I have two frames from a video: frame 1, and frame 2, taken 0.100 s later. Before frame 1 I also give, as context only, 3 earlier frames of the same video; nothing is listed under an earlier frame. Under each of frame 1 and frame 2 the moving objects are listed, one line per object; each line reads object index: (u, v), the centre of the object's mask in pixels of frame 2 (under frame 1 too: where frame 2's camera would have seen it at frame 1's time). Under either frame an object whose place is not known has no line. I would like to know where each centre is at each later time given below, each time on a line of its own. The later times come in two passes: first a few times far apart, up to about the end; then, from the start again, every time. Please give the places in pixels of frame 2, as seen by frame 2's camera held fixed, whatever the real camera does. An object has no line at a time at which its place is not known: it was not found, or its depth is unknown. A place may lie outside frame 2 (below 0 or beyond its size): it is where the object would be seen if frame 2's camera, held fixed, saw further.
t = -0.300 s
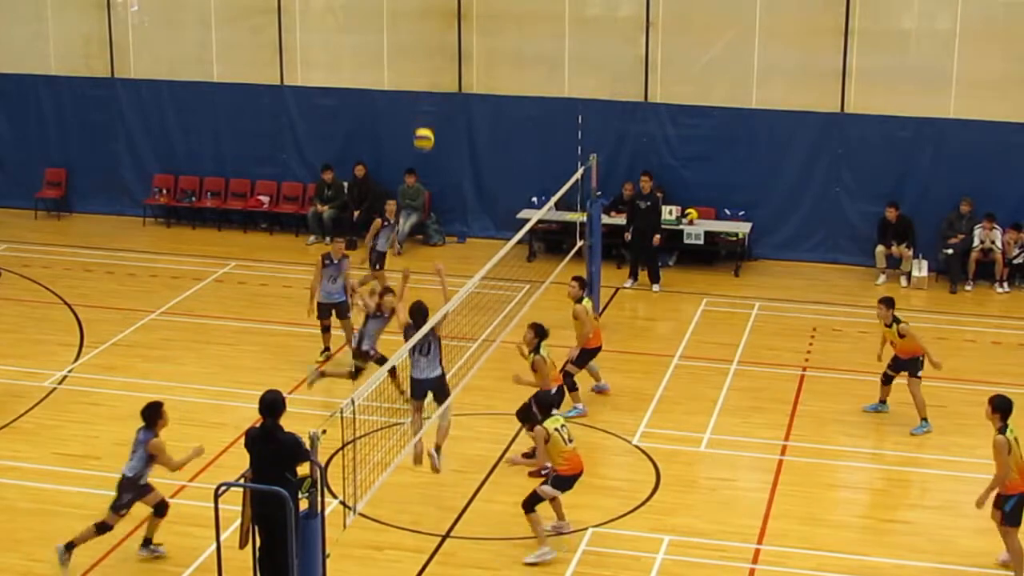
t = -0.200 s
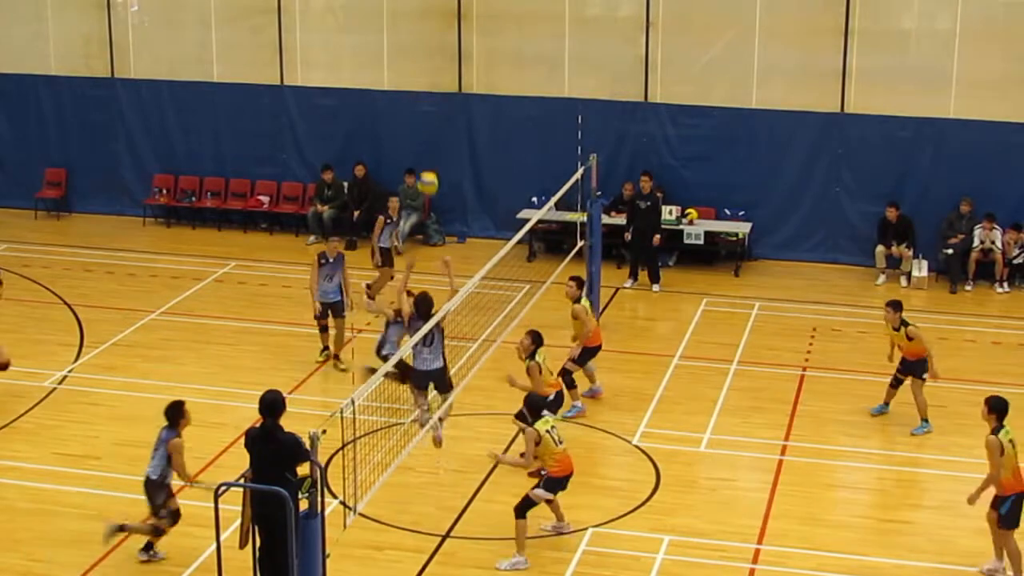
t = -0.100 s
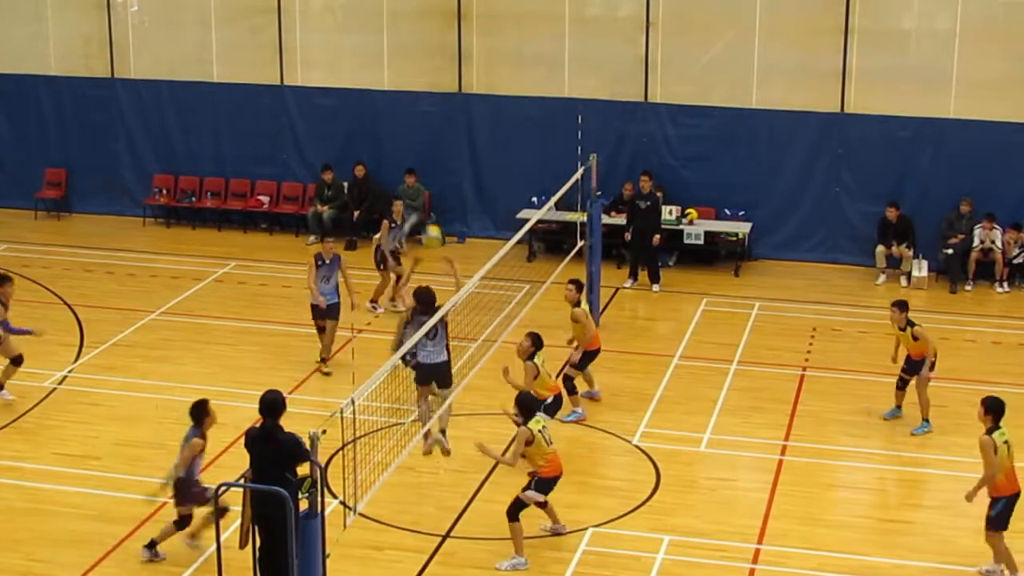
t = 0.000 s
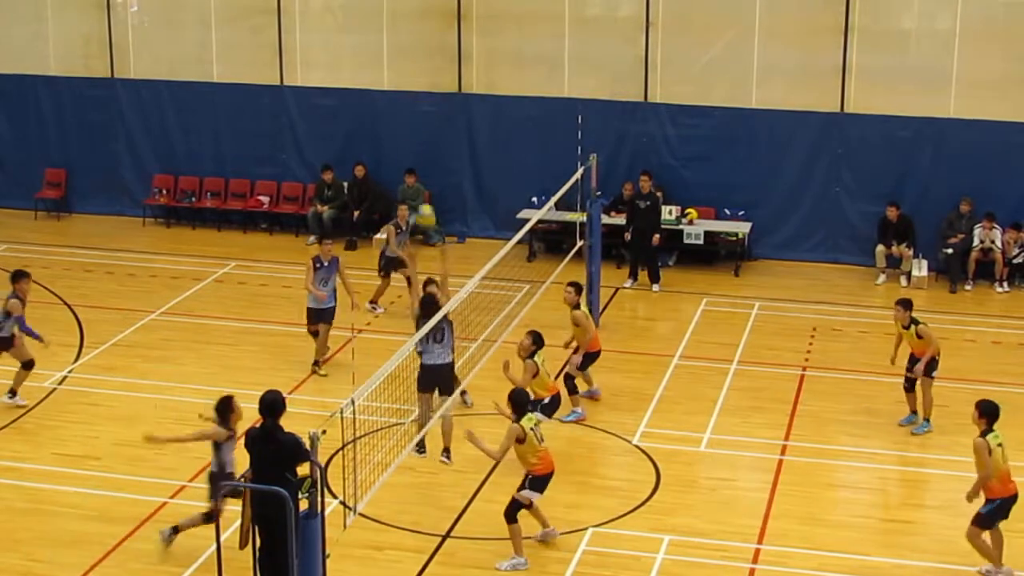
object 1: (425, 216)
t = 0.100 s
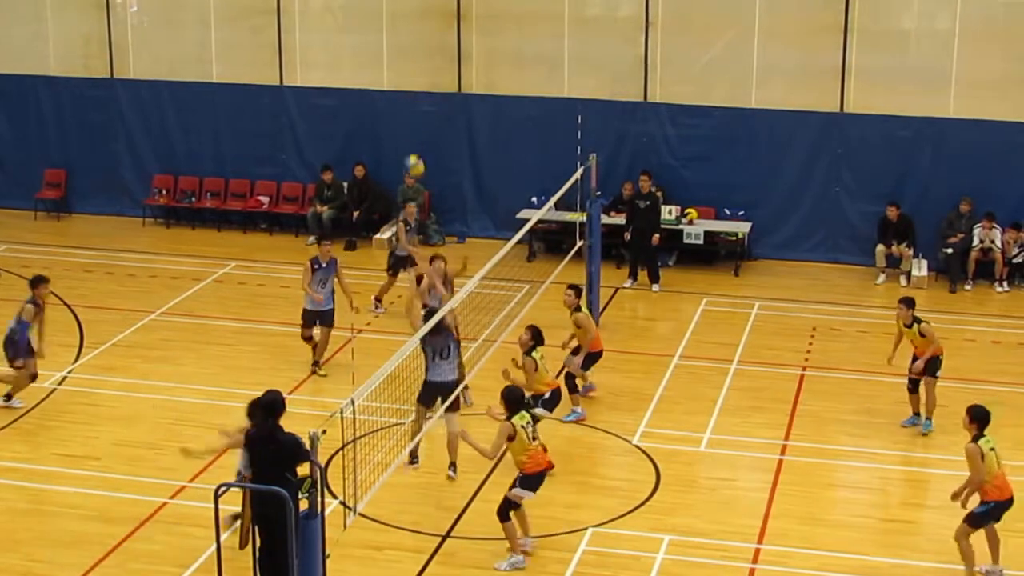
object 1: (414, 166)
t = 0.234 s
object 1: (398, 116)
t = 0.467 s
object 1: (373, 69)
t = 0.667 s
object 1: (352, 70)
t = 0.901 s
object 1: (330, 118)
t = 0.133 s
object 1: (409, 153)
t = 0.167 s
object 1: (406, 140)
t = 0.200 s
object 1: (402, 128)
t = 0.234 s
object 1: (398, 116)
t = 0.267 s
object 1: (395, 107)
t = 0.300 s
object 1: (391, 99)
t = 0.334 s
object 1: (387, 90)
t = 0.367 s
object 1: (384, 84)
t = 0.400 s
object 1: (380, 78)
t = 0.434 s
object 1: (377, 73)
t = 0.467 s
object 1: (373, 69)
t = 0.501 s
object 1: (369, 67)
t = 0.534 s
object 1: (366, 65)
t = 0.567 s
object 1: (362, 65)
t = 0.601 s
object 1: (359, 65)
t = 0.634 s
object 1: (356, 67)
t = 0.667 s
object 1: (352, 70)
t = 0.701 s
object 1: (350, 73)
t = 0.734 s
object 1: (345, 79)
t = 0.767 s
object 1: (342, 86)
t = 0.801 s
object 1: (339, 92)
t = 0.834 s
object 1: (335, 99)
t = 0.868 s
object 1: (333, 108)
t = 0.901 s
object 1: (330, 118)
